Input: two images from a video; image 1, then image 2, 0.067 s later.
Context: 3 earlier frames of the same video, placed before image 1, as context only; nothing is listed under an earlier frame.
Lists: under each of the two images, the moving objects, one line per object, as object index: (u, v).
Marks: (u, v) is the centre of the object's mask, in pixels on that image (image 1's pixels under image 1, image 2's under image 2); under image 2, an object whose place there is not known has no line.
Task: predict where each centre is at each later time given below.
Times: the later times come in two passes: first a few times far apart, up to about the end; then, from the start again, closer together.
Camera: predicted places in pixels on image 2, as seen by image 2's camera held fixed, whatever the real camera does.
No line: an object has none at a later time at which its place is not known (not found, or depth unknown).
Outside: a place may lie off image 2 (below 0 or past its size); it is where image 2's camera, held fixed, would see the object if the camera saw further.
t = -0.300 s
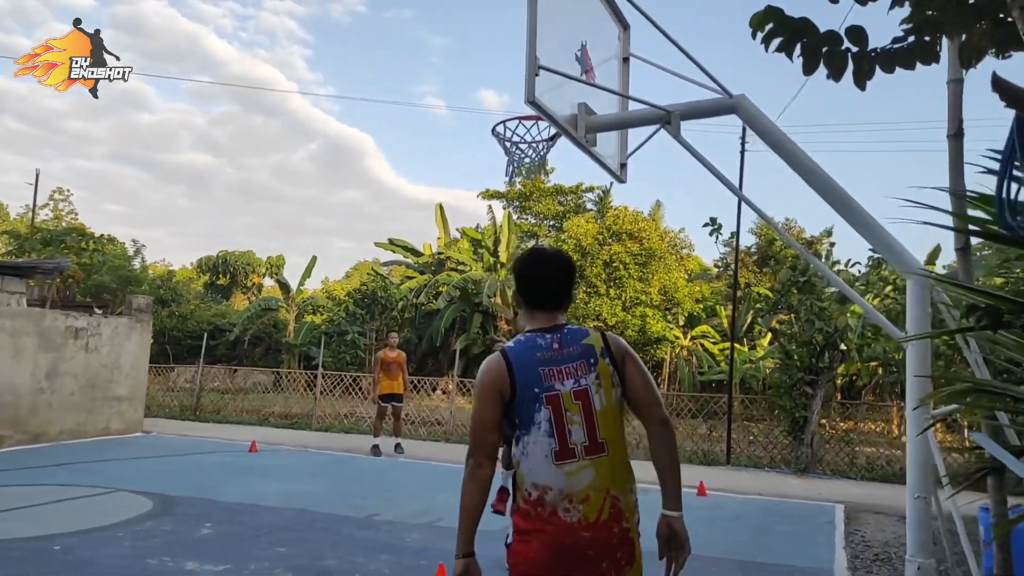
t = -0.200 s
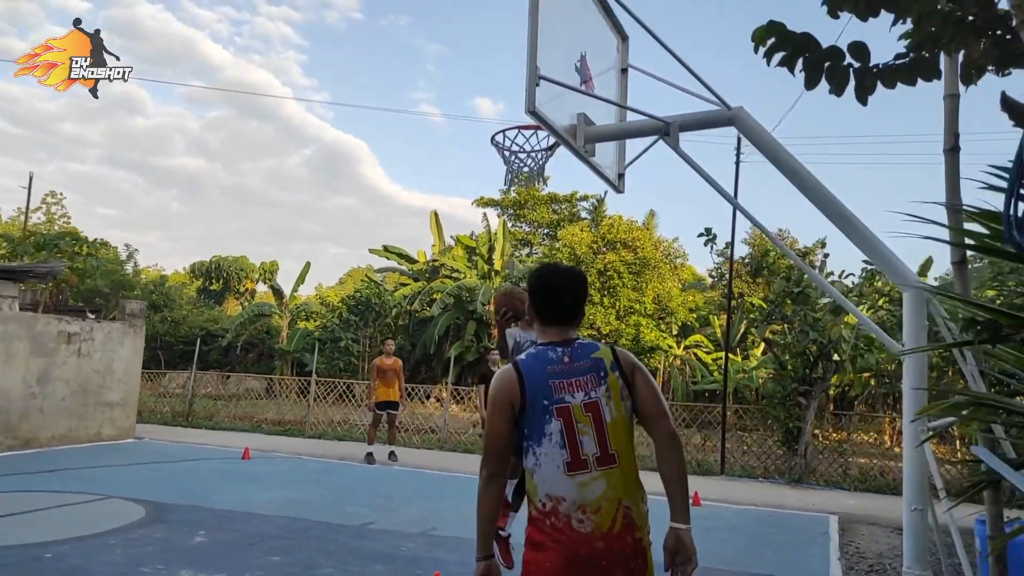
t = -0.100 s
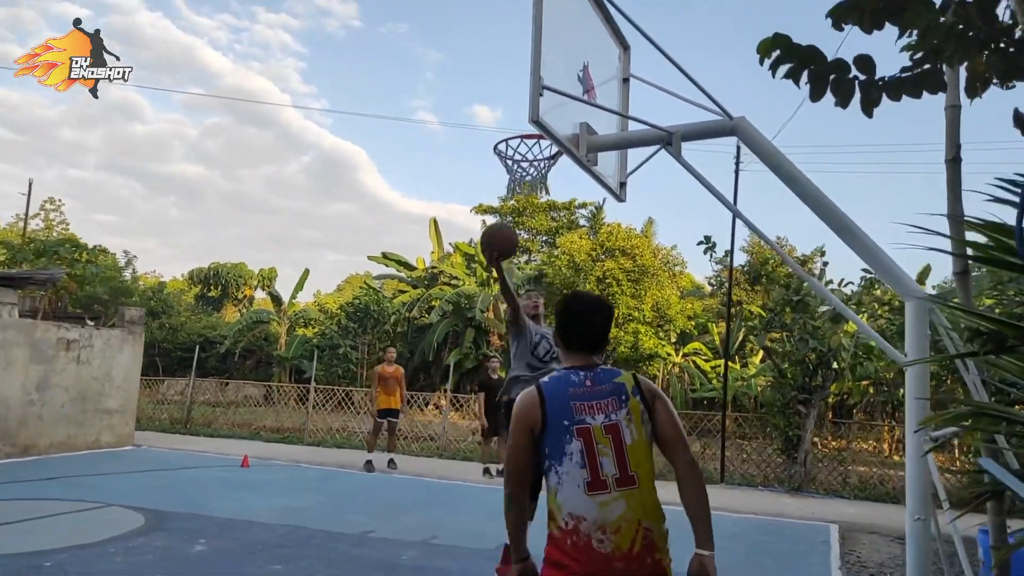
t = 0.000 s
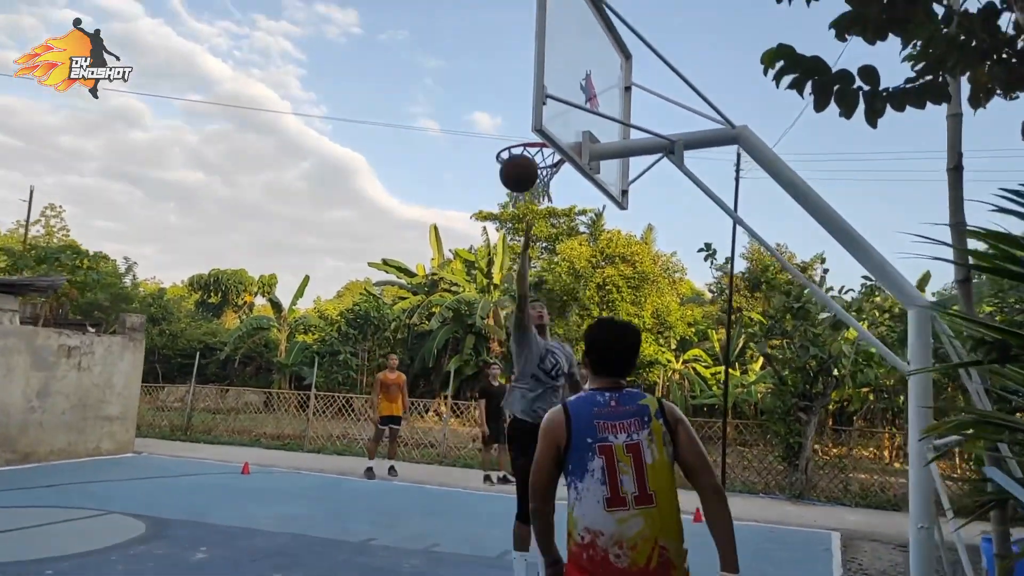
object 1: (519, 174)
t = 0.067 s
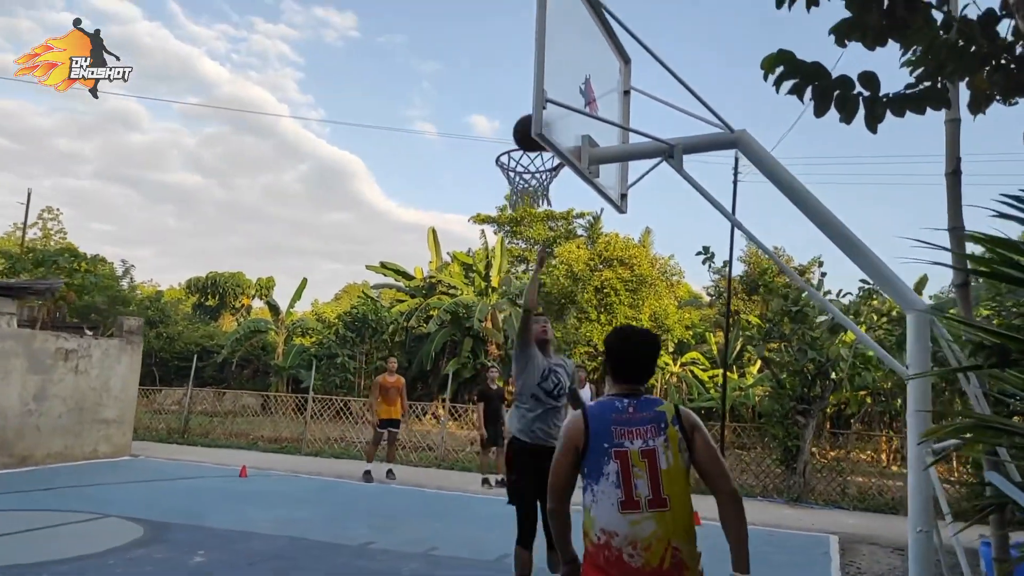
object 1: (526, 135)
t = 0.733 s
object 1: (534, 167)
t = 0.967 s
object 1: (547, 181)
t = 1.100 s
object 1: (533, 196)
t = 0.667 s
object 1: (526, 151)
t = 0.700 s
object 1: (526, 163)
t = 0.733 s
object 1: (534, 167)
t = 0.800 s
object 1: (549, 181)
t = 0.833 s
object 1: (552, 178)
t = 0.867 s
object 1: (552, 174)
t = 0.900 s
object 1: (550, 174)
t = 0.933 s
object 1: (548, 176)
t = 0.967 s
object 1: (547, 181)
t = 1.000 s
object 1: (542, 178)
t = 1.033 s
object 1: (541, 185)
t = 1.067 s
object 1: (537, 190)
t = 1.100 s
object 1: (533, 196)
